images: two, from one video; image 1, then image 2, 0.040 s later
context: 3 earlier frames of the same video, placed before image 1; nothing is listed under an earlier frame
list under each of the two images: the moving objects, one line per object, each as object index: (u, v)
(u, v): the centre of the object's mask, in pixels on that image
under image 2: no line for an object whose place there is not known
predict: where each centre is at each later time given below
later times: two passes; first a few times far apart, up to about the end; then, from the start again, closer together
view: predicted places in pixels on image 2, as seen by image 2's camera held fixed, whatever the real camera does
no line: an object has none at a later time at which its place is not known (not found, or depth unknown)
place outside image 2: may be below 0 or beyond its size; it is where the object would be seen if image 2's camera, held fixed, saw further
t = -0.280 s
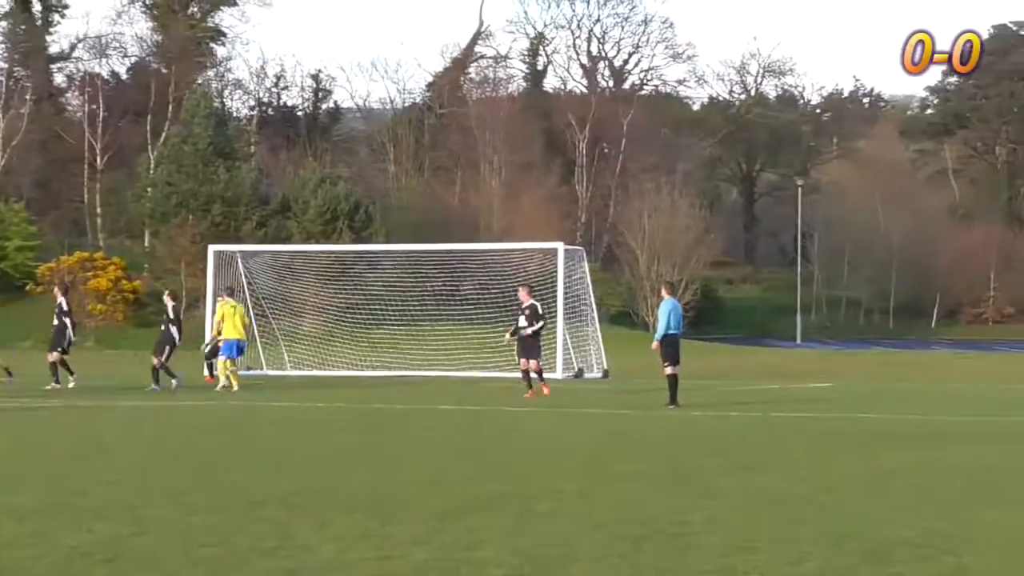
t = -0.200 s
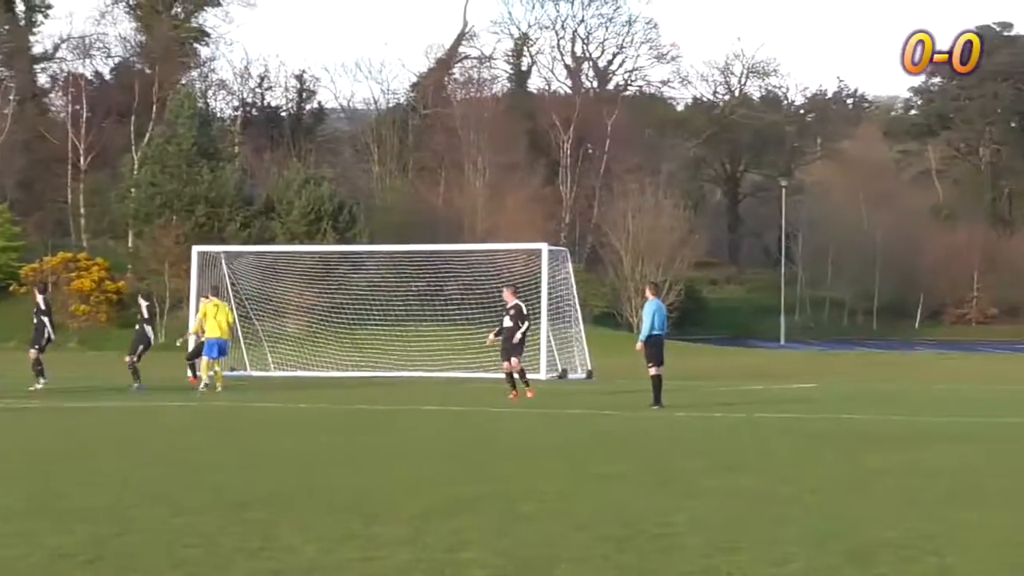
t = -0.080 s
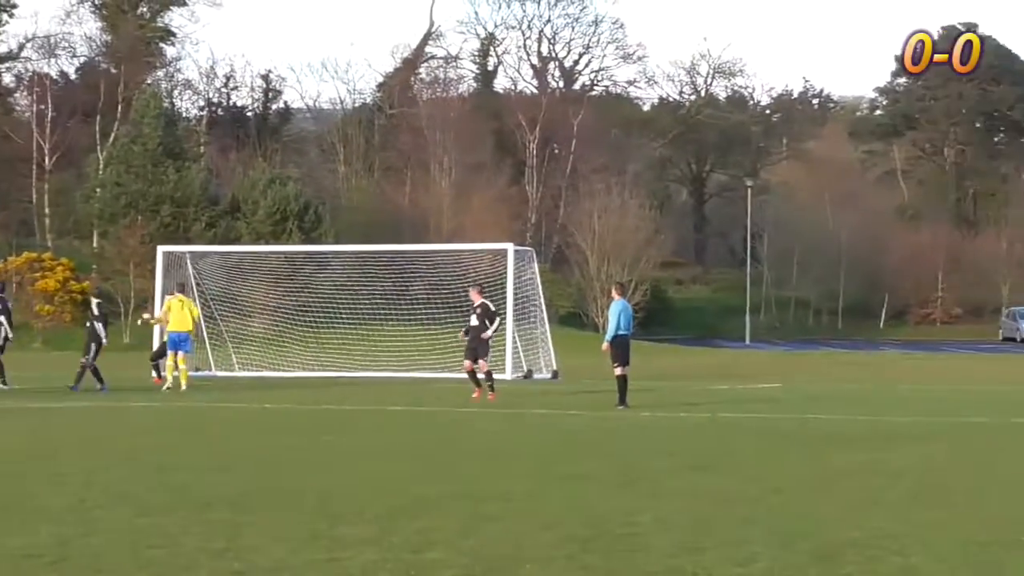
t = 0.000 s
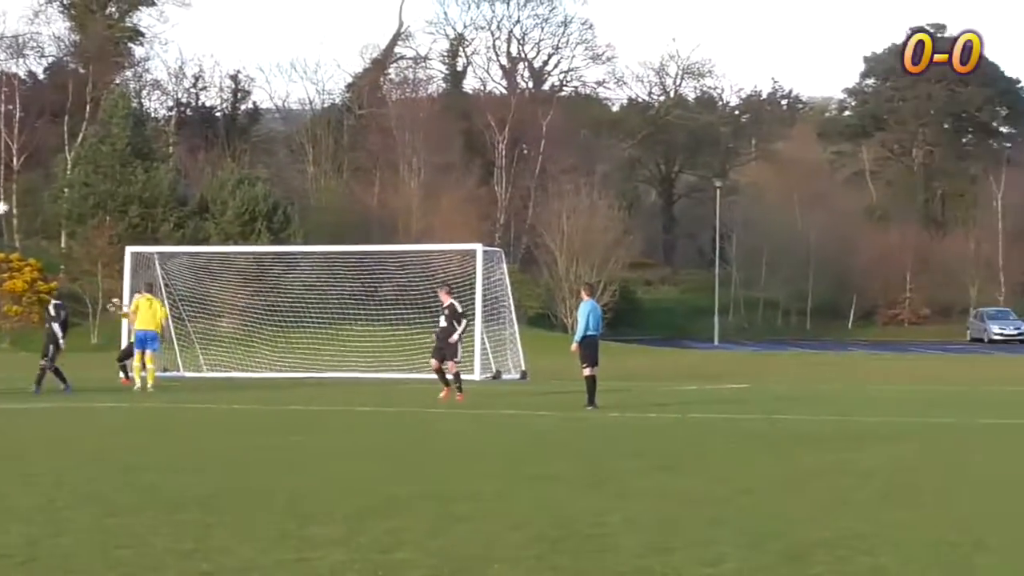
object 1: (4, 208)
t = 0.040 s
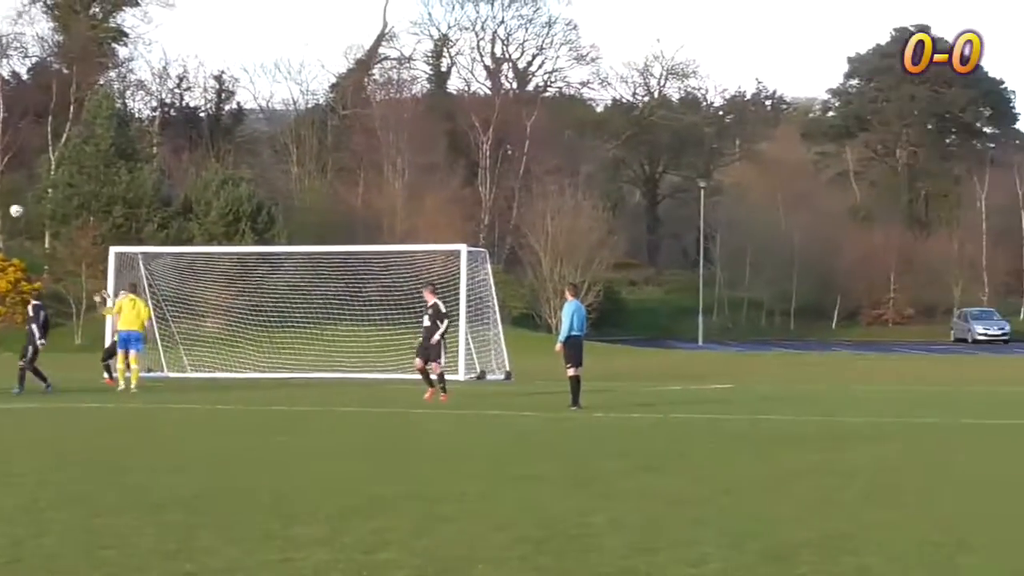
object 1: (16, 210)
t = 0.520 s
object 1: (325, 285)
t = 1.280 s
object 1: (324, 373)
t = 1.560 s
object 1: (307, 371)
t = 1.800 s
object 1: (295, 374)
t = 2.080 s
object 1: (276, 378)
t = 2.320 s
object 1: (265, 379)
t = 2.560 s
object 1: (253, 380)
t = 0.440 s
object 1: (283, 266)
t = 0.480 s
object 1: (307, 274)
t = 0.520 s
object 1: (325, 285)
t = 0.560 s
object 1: (336, 295)
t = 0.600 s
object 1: (343, 305)
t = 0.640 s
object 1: (350, 316)
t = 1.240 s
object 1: (325, 367)
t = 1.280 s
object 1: (324, 373)
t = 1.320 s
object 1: (320, 374)
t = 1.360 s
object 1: (318, 372)
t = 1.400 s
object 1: (316, 370)
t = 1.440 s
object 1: (314, 369)
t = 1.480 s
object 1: (311, 368)
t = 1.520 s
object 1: (310, 369)
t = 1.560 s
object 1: (307, 371)
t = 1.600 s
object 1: (305, 373)
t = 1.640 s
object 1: (303, 374)
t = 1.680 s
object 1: (301, 374)
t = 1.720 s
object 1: (299, 373)
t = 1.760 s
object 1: (298, 374)
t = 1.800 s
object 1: (295, 374)
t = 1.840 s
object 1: (294, 374)
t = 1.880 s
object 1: (290, 374)
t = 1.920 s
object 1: (288, 375)
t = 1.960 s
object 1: (284, 375)
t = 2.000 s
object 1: (283, 375)
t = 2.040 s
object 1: (279, 378)
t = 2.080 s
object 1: (276, 378)
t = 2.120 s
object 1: (275, 378)
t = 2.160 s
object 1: (273, 379)
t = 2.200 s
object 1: (271, 379)
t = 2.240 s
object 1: (268, 379)
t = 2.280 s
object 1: (266, 378)
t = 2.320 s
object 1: (265, 379)
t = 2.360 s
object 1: (263, 379)
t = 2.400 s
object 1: (263, 379)
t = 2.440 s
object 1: (259, 379)
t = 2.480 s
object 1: (257, 379)
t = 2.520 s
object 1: (255, 380)
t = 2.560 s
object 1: (253, 380)
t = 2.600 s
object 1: (251, 381)
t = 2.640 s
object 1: (250, 380)
